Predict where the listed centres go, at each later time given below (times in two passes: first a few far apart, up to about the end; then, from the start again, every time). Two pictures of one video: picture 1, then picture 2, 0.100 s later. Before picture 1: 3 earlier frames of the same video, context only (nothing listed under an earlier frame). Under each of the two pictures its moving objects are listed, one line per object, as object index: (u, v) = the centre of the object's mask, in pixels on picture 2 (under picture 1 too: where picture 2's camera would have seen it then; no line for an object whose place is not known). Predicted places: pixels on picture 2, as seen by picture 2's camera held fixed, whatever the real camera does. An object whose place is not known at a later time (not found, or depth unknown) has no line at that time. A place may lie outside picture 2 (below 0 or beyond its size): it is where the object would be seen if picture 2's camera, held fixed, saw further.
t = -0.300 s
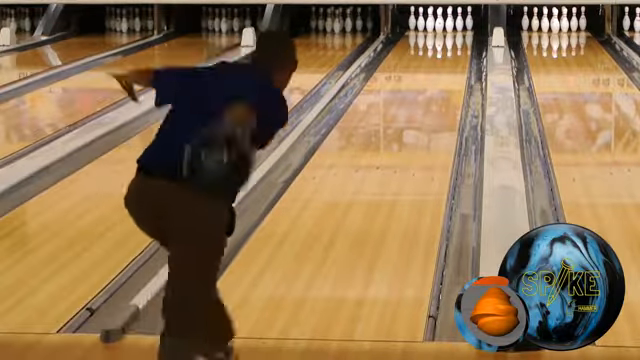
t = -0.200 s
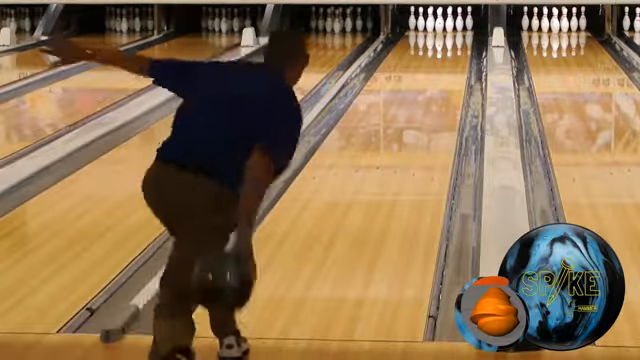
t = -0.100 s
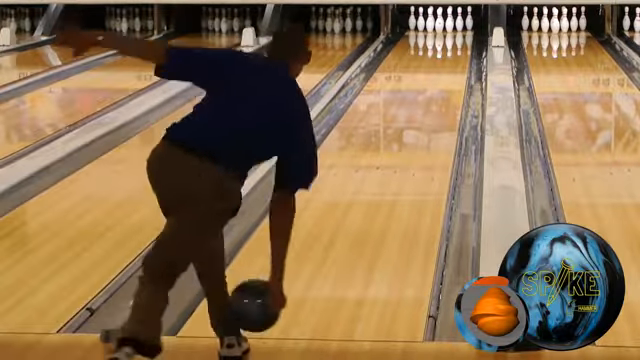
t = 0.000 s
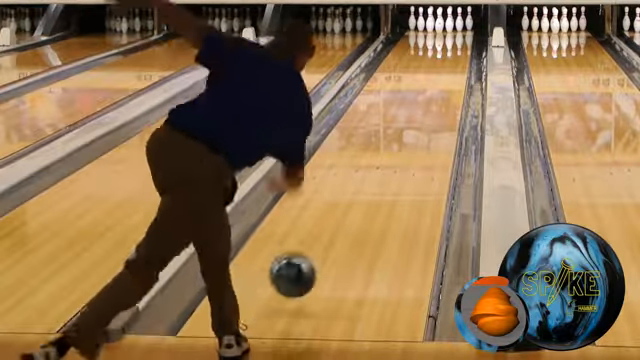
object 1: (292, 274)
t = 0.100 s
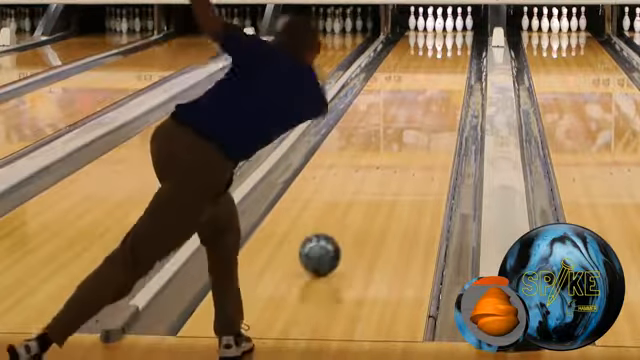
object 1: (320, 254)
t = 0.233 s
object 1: (348, 213)
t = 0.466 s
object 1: (384, 163)
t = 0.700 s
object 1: (408, 127)
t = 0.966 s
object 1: (428, 97)
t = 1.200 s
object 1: (441, 76)
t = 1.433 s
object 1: (449, 61)
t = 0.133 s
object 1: (328, 241)
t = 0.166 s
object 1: (335, 230)
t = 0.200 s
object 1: (342, 222)
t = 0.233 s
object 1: (348, 213)
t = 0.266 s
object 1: (354, 205)
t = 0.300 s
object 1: (360, 197)
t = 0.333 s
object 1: (365, 189)
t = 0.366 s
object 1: (370, 182)
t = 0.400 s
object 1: (375, 176)
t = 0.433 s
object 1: (380, 169)
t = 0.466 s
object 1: (384, 163)
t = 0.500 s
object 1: (388, 157)
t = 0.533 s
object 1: (392, 151)
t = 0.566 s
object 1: (396, 146)
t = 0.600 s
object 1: (399, 141)
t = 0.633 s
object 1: (402, 136)
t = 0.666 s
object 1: (405, 132)
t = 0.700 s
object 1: (408, 127)
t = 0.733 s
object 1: (411, 122)
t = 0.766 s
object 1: (414, 119)
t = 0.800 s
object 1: (417, 114)
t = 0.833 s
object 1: (419, 111)
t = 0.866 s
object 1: (422, 107)
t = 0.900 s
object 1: (424, 103)
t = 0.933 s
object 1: (427, 100)
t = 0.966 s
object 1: (428, 97)
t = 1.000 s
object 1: (430, 93)
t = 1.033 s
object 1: (432, 90)
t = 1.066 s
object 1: (434, 88)
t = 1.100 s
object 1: (436, 84)
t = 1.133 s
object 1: (438, 81)
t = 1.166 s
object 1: (439, 79)
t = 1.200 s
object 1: (441, 76)
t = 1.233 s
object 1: (442, 73)
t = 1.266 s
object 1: (444, 71)
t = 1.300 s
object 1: (445, 69)
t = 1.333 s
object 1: (446, 67)
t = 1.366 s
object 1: (447, 65)
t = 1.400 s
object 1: (448, 63)
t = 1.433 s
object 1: (449, 61)
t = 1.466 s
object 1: (450, 59)
